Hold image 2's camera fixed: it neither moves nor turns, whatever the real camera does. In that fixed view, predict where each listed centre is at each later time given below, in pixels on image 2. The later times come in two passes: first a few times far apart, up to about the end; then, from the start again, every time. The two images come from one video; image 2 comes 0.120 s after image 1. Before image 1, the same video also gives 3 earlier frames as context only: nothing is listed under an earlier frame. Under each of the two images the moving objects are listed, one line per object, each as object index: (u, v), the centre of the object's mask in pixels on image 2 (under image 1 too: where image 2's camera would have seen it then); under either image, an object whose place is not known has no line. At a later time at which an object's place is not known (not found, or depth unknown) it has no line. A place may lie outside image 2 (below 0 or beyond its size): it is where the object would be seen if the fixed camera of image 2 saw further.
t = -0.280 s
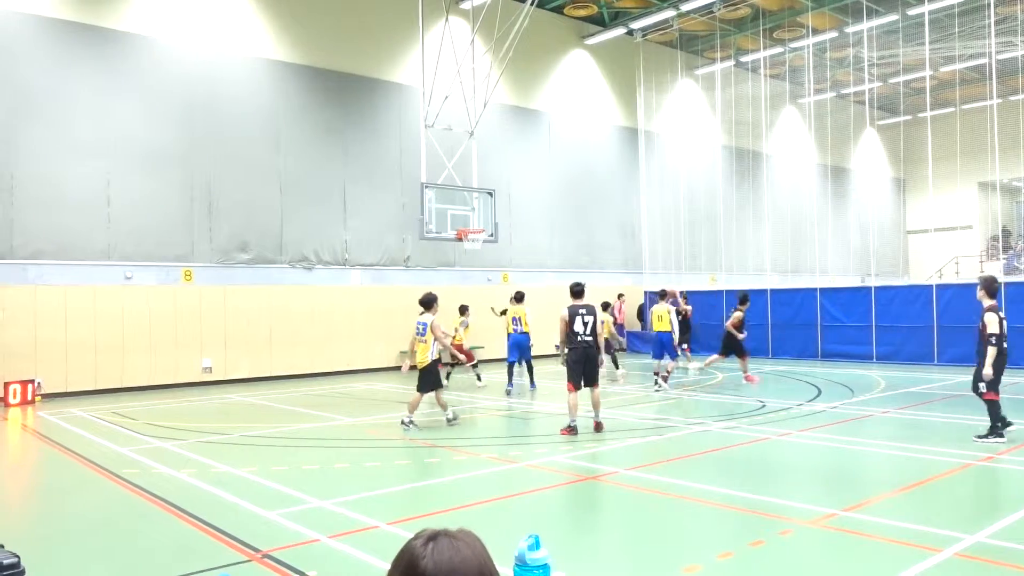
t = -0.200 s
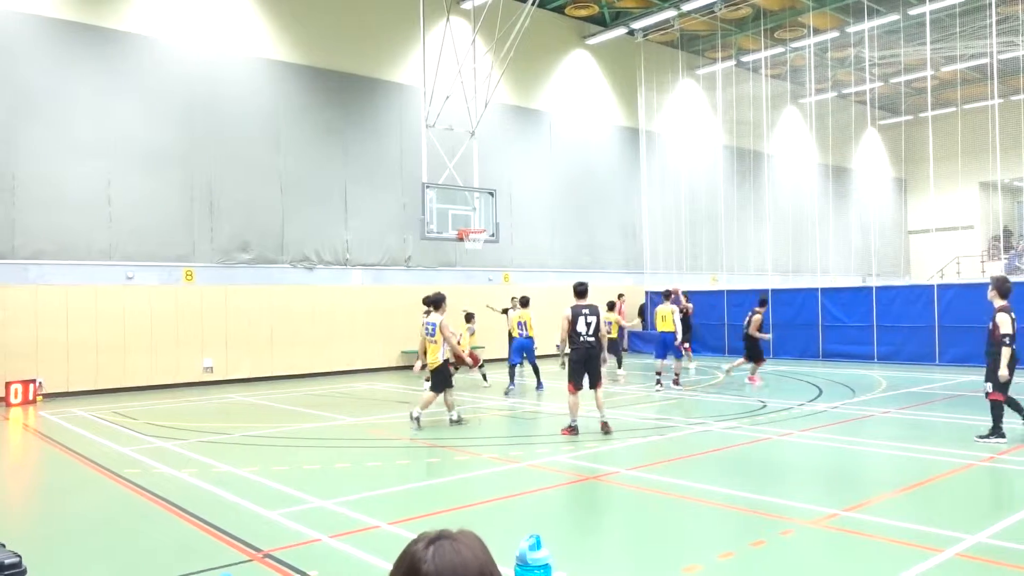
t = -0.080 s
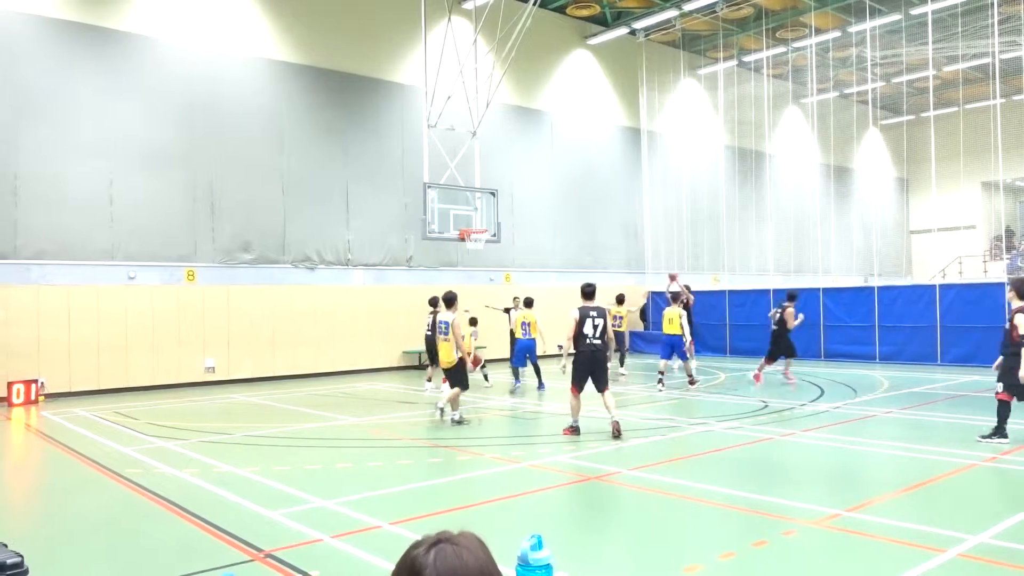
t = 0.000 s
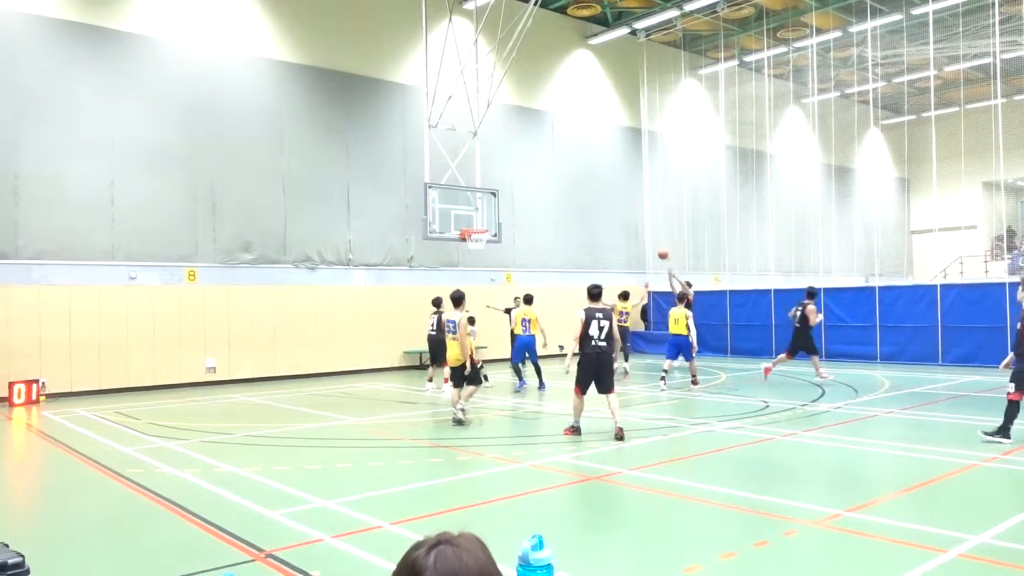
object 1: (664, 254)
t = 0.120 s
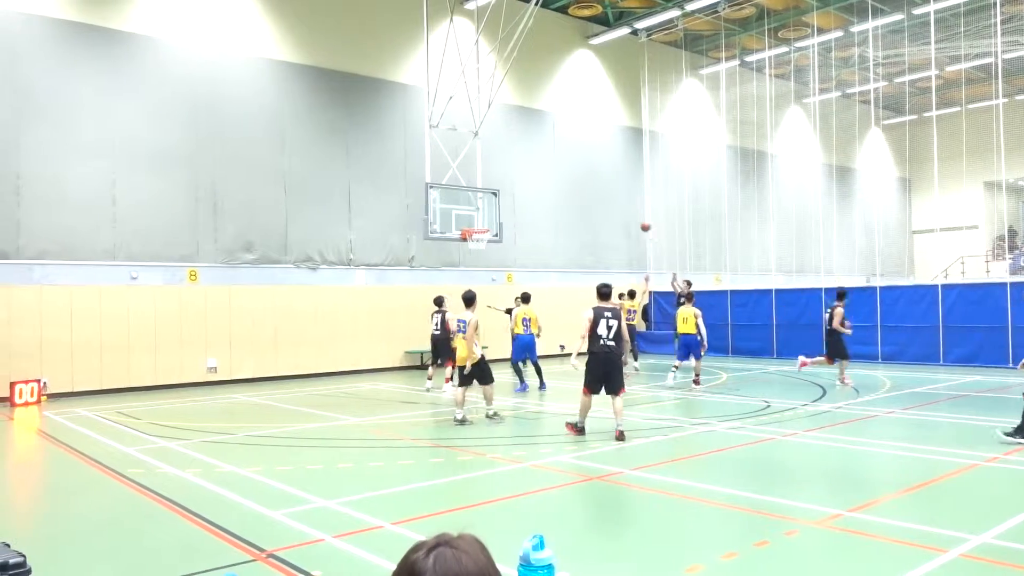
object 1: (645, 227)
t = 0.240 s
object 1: (627, 205)
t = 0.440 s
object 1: (595, 181)
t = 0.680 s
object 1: (556, 175)
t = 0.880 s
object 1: (522, 191)
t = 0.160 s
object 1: (639, 219)
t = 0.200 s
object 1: (633, 212)
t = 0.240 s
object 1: (627, 205)
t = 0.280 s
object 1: (620, 199)
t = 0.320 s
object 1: (614, 194)
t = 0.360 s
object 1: (608, 189)
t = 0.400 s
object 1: (601, 185)
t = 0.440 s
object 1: (595, 181)
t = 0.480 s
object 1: (589, 178)
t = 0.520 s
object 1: (582, 177)
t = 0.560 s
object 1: (576, 175)
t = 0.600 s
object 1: (569, 175)
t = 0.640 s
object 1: (563, 175)
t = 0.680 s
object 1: (556, 175)
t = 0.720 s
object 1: (550, 177)
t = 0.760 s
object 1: (543, 179)
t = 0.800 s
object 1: (536, 182)
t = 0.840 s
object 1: (530, 186)
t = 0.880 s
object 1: (522, 191)
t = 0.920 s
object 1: (516, 196)
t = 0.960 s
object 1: (509, 202)
